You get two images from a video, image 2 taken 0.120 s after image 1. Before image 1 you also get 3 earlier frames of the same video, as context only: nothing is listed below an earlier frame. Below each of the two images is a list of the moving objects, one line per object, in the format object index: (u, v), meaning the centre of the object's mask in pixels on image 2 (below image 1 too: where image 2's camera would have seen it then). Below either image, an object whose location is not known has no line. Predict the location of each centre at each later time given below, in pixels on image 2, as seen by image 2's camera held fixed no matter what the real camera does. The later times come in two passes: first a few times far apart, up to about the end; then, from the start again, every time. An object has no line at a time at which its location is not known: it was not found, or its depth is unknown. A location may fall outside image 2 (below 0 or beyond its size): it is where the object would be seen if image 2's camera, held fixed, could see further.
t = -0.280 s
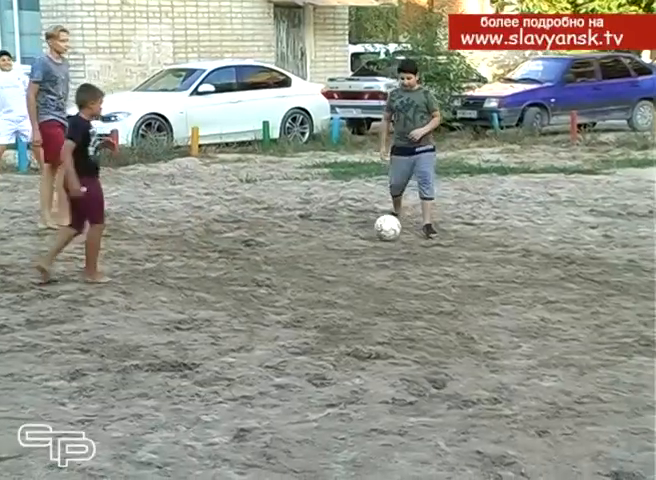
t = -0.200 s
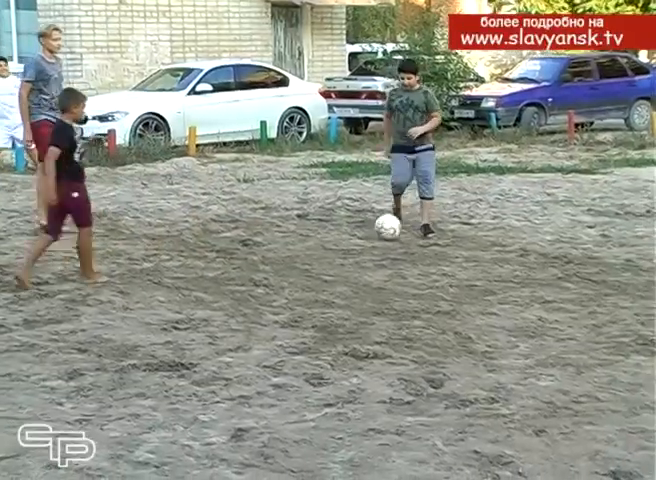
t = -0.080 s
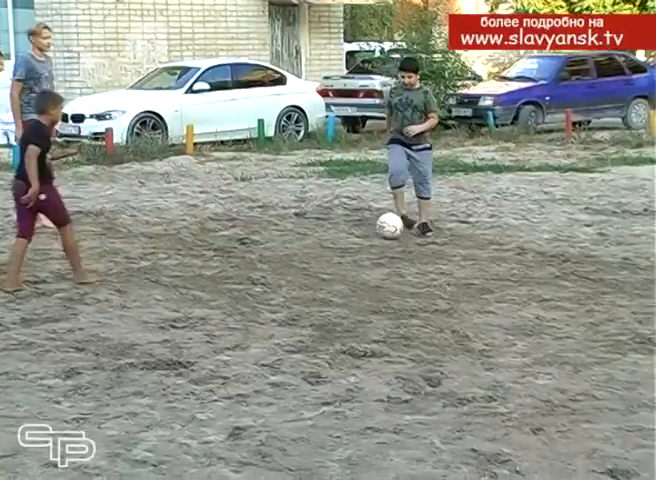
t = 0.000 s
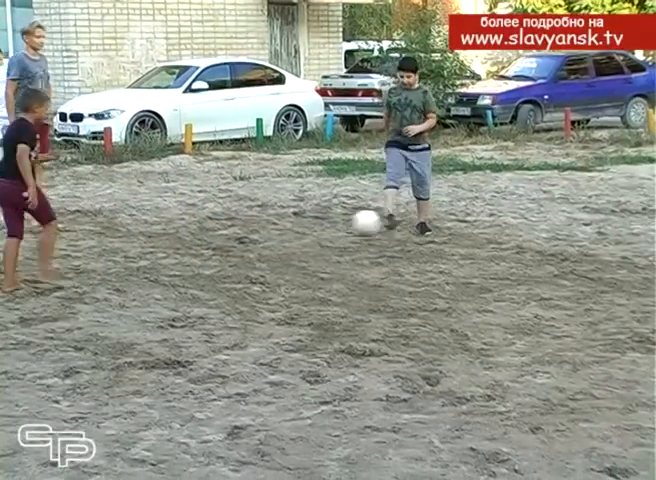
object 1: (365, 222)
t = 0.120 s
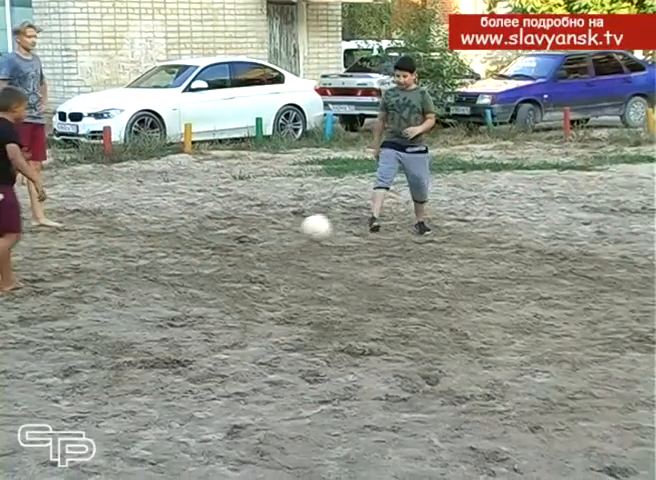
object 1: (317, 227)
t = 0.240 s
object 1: (267, 243)
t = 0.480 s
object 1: (207, 245)
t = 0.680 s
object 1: (152, 262)
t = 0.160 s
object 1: (299, 233)
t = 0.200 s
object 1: (281, 242)
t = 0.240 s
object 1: (267, 243)
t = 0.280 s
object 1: (259, 237)
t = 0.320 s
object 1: (248, 235)
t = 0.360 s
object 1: (238, 234)
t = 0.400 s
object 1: (228, 235)
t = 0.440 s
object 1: (218, 240)
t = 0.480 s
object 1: (207, 245)
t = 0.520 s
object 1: (196, 254)
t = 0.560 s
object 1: (185, 266)
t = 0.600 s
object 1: (174, 264)
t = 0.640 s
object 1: (163, 261)
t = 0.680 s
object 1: (152, 262)
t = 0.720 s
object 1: (140, 265)
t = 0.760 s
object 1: (129, 269)
